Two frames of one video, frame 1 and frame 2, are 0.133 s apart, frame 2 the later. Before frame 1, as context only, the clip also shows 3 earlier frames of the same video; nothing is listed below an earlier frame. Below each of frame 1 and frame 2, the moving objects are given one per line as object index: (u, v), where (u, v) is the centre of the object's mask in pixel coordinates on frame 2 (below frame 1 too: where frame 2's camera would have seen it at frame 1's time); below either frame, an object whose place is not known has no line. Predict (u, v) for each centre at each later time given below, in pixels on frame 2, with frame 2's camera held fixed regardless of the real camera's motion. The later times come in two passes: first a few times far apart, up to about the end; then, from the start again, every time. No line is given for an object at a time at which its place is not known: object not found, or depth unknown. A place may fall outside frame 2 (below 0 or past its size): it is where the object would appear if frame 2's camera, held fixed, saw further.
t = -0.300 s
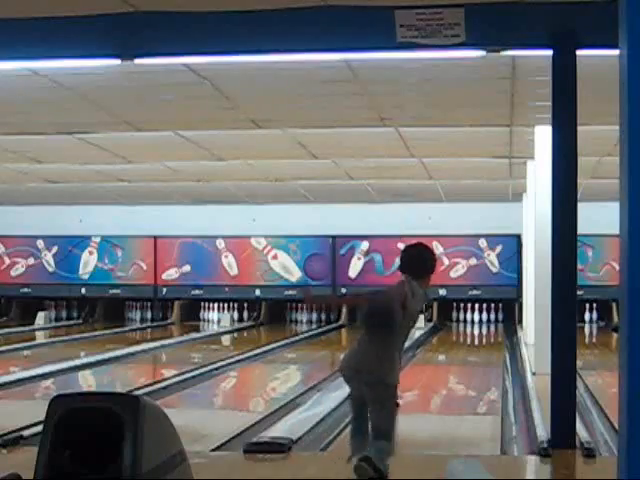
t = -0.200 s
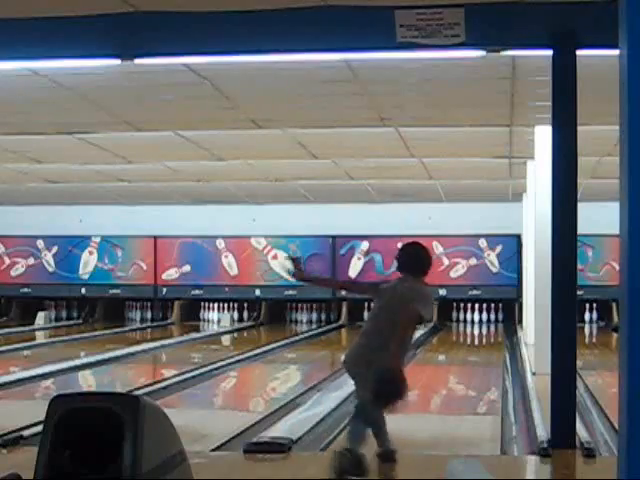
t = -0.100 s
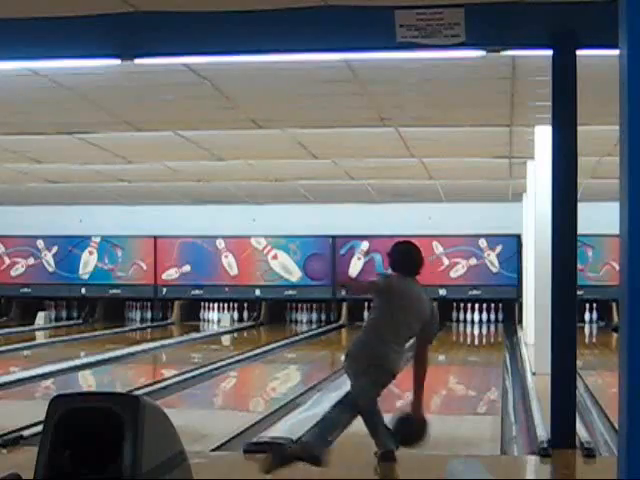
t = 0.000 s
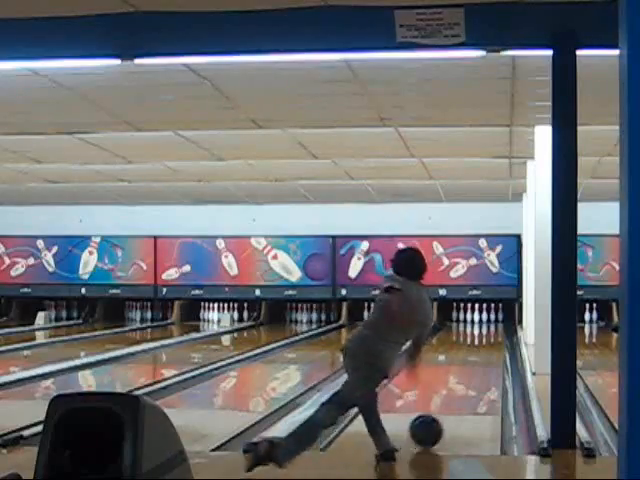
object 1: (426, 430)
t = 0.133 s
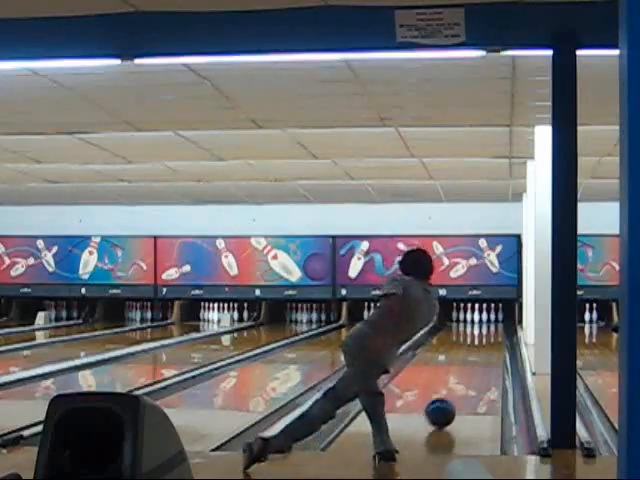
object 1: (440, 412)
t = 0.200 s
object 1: (446, 405)
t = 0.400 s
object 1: (460, 386)
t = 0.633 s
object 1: (471, 371)
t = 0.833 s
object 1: (479, 360)
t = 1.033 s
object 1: (485, 351)
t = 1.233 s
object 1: (488, 343)
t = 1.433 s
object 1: (490, 338)
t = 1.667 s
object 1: (491, 333)
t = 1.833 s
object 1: (491, 330)
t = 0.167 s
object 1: (443, 408)
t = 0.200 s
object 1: (446, 405)
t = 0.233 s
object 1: (448, 402)
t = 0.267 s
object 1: (451, 398)
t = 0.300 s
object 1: (453, 395)
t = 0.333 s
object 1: (456, 392)
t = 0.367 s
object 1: (457, 389)
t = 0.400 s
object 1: (460, 386)
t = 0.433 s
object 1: (462, 383)
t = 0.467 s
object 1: (464, 381)
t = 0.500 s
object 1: (465, 379)
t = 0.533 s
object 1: (467, 377)
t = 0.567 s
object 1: (468, 375)
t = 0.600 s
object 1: (470, 371)
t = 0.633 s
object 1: (471, 371)
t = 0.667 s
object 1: (473, 369)
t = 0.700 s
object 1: (474, 367)
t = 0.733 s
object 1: (476, 365)
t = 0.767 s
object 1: (477, 363)
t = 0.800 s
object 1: (478, 362)
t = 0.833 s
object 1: (479, 360)
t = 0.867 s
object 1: (480, 358)
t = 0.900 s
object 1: (481, 357)
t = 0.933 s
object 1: (482, 355)
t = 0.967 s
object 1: (483, 354)
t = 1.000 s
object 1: (484, 353)
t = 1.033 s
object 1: (485, 351)
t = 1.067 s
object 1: (485, 349)
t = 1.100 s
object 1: (486, 348)
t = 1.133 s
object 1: (486, 347)
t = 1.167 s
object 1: (487, 346)
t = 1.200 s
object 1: (488, 344)
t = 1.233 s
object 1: (488, 343)
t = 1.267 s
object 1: (489, 343)
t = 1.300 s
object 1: (489, 341)
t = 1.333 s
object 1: (490, 341)
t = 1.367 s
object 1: (490, 340)
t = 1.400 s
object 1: (491, 339)
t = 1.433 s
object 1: (490, 338)
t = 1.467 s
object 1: (491, 338)
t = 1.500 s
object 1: (491, 337)
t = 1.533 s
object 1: (491, 336)
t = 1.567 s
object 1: (491, 336)
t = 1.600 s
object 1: (492, 335)
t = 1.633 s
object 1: (491, 334)
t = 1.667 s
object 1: (491, 333)
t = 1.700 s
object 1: (492, 331)
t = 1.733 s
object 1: (492, 331)
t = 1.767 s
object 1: (491, 330)
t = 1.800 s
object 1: (491, 330)
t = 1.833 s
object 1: (491, 330)
